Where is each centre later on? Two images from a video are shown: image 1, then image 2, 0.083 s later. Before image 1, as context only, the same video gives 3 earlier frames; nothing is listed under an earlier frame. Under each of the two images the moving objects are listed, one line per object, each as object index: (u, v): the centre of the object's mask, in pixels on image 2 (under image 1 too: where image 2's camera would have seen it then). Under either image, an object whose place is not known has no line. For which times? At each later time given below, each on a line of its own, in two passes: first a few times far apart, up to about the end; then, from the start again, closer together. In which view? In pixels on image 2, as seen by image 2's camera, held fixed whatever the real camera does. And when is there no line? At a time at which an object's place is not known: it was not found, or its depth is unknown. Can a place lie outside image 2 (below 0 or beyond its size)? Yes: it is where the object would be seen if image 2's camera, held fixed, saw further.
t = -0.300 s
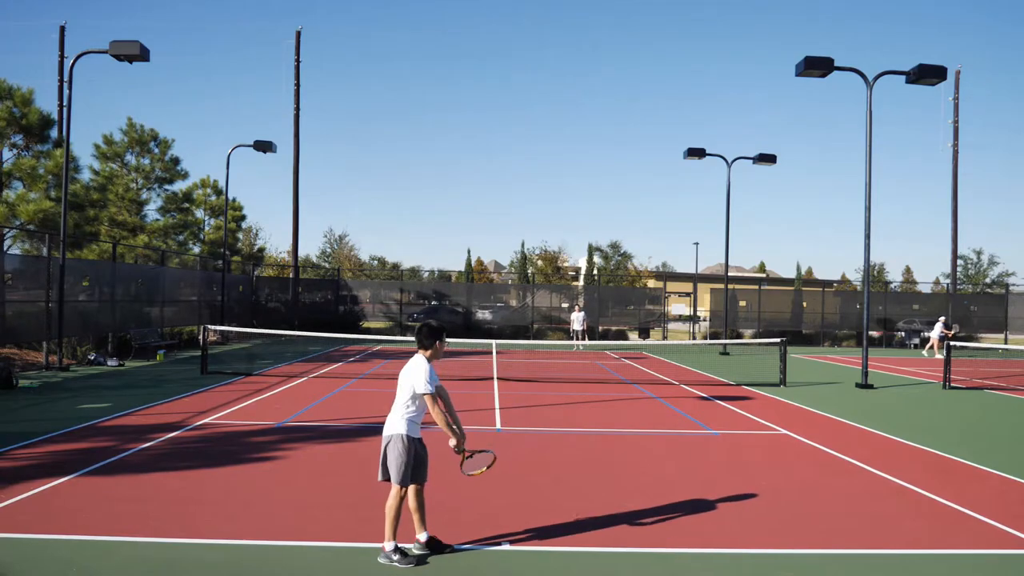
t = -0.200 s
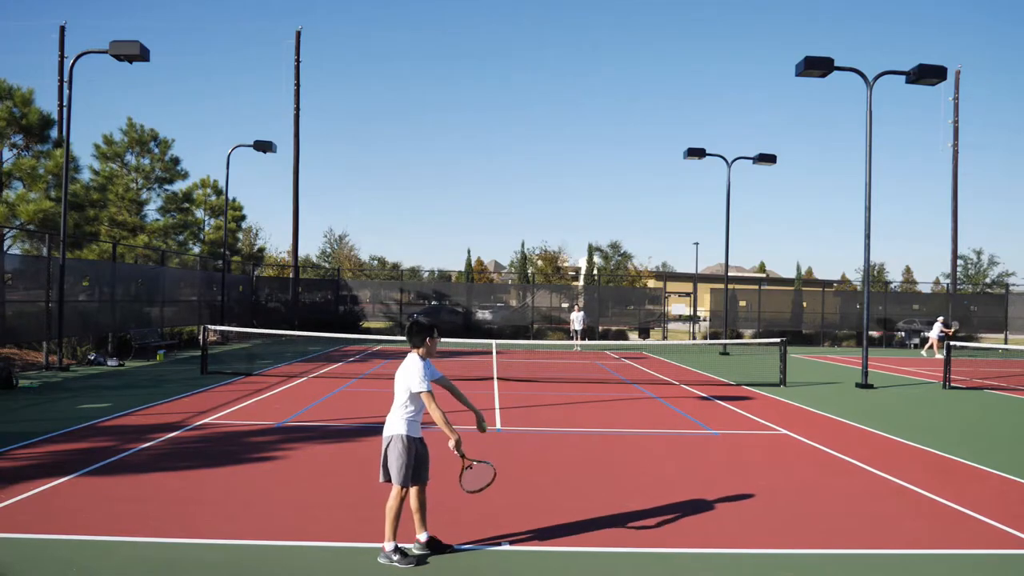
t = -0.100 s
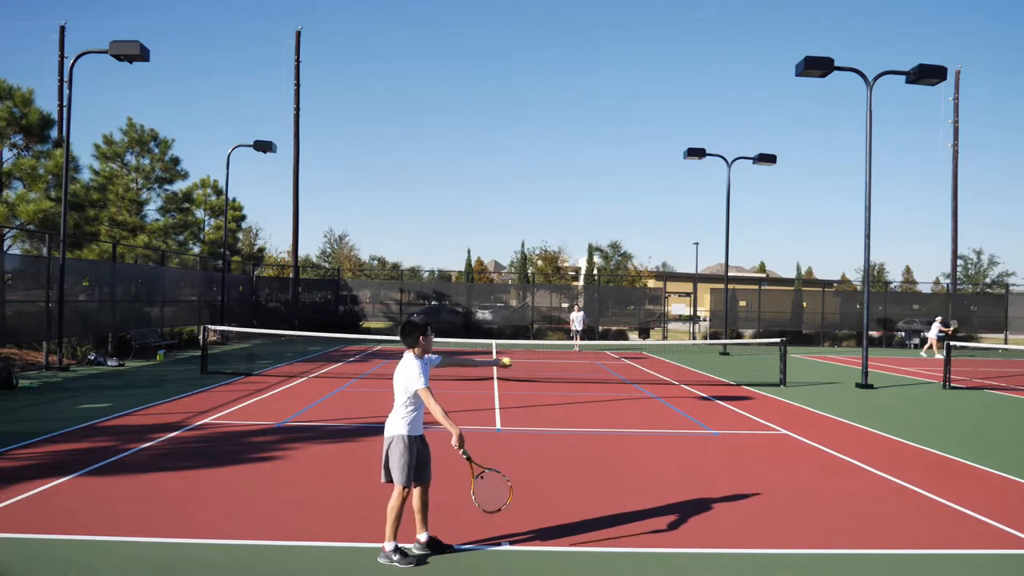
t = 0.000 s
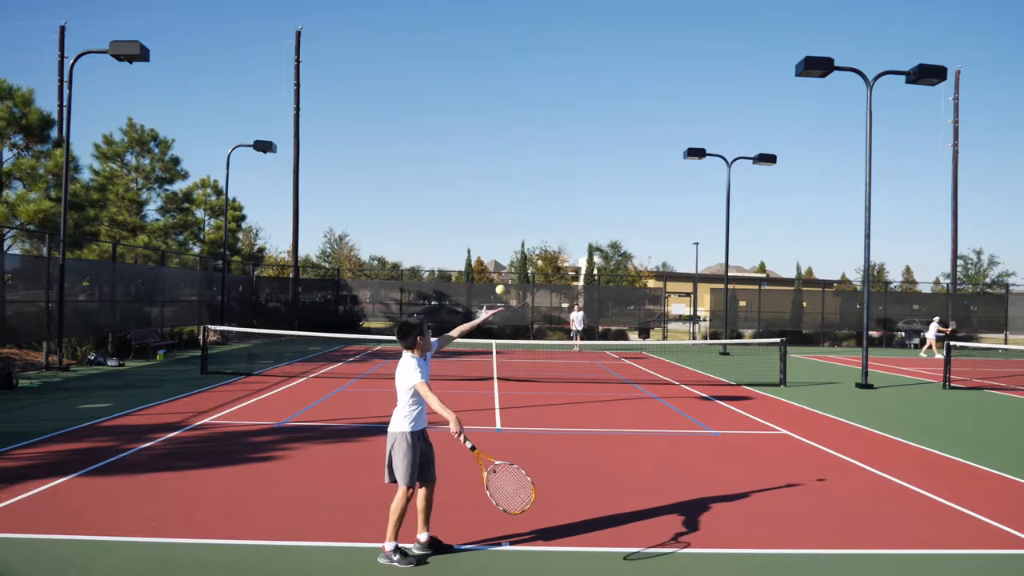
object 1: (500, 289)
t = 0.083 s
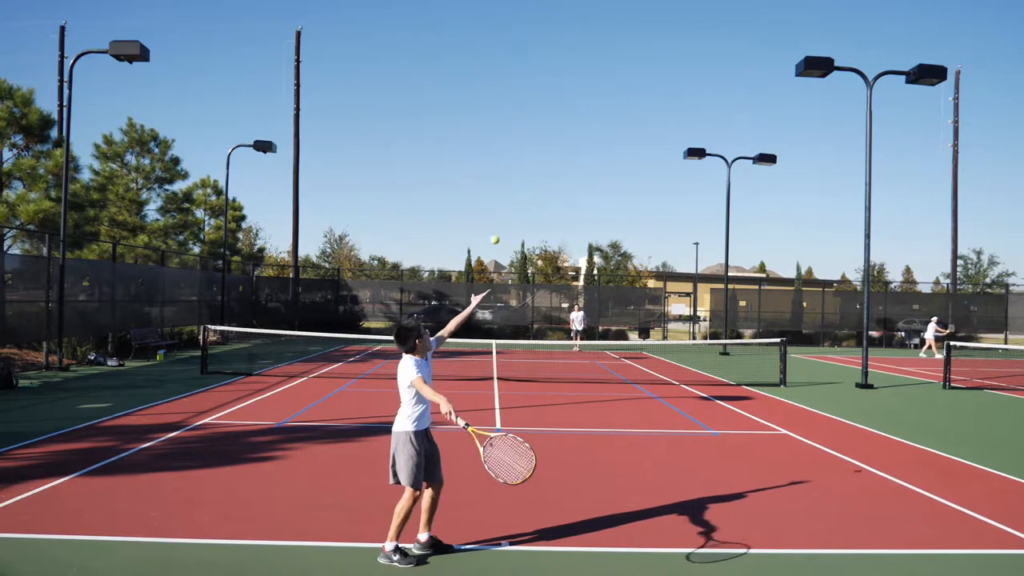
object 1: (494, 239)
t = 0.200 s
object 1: (486, 186)
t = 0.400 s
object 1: (471, 136)
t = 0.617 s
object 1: (455, 142)
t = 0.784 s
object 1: (441, 188)
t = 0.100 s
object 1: (493, 230)
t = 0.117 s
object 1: (491, 222)
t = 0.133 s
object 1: (491, 213)
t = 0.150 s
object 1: (490, 206)
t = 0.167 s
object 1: (488, 199)
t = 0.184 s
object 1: (487, 192)
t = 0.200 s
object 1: (486, 186)
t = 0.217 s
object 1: (485, 179)
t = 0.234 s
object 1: (484, 173)
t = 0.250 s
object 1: (482, 168)
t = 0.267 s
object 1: (481, 163)
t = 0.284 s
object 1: (480, 158)
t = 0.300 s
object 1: (479, 154)
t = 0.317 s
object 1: (477, 150)
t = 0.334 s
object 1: (476, 146)
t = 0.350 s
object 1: (475, 143)
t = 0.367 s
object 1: (474, 140)
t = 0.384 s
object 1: (473, 138)
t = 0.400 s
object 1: (471, 136)
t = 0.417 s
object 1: (470, 134)
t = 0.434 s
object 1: (469, 133)
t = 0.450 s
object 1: (468, 132)
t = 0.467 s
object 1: (466, 131)
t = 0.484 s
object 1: (465, 131)
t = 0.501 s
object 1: (464, 131)
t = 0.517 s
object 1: (463, 131)
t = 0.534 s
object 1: (461, 132)
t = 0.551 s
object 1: (460, 133)
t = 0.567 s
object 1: (459, 135)
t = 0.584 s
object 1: (457, 137)
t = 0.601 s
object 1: (456, 139)
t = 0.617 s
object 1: (455, 142)
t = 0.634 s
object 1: (453, 145)
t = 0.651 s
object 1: (452, 148)
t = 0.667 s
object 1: (450, 152)
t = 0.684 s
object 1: (449, 156)
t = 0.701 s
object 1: (448, 160)
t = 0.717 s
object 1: (447, 166)
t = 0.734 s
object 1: (445, 170)
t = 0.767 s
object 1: (442, 182)
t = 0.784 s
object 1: (441, 188)
